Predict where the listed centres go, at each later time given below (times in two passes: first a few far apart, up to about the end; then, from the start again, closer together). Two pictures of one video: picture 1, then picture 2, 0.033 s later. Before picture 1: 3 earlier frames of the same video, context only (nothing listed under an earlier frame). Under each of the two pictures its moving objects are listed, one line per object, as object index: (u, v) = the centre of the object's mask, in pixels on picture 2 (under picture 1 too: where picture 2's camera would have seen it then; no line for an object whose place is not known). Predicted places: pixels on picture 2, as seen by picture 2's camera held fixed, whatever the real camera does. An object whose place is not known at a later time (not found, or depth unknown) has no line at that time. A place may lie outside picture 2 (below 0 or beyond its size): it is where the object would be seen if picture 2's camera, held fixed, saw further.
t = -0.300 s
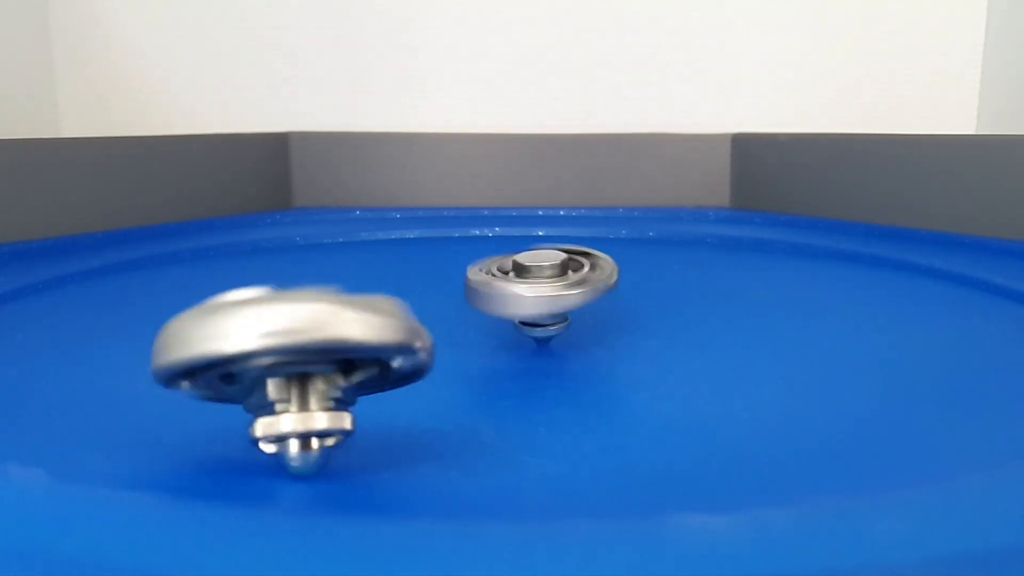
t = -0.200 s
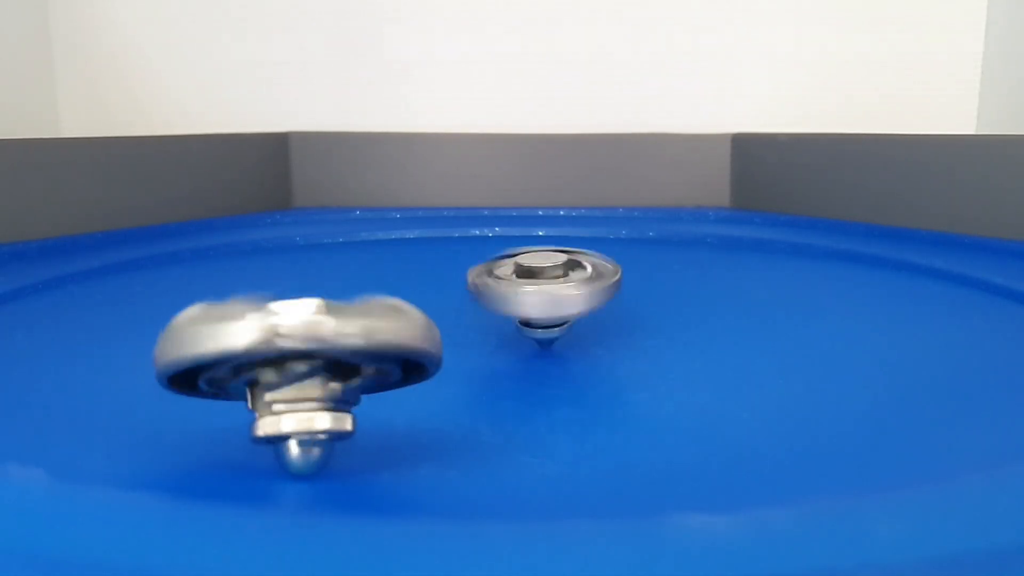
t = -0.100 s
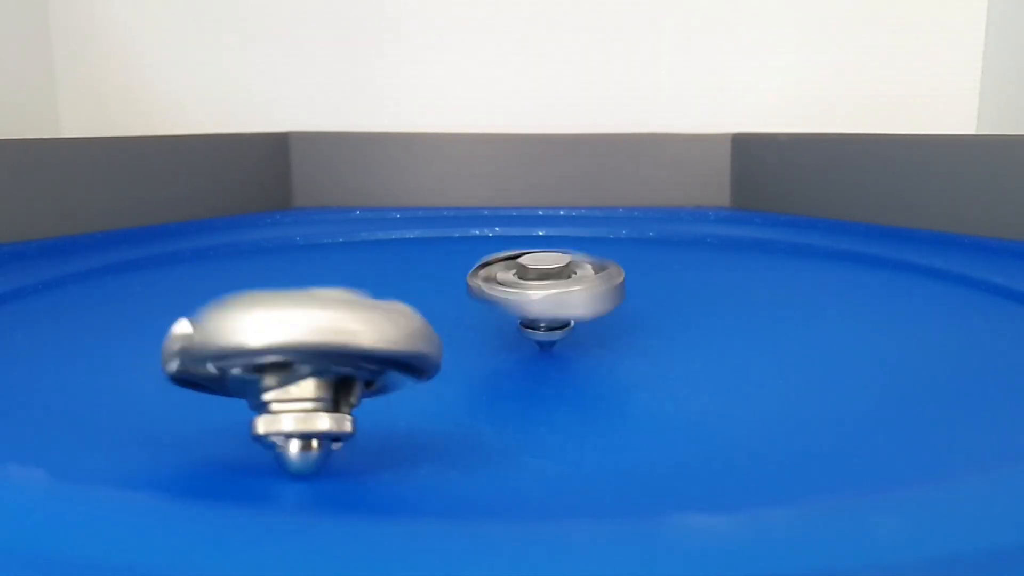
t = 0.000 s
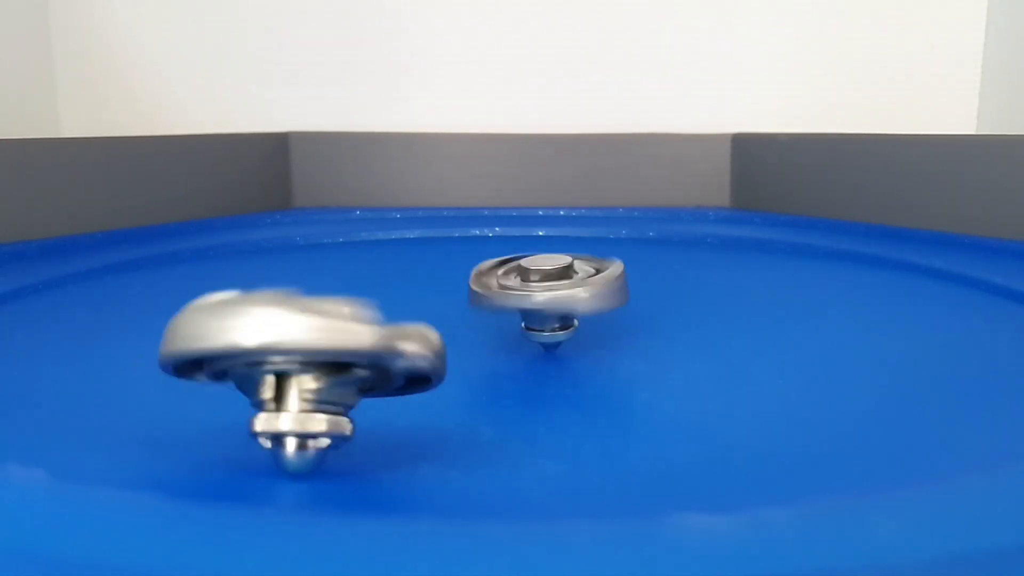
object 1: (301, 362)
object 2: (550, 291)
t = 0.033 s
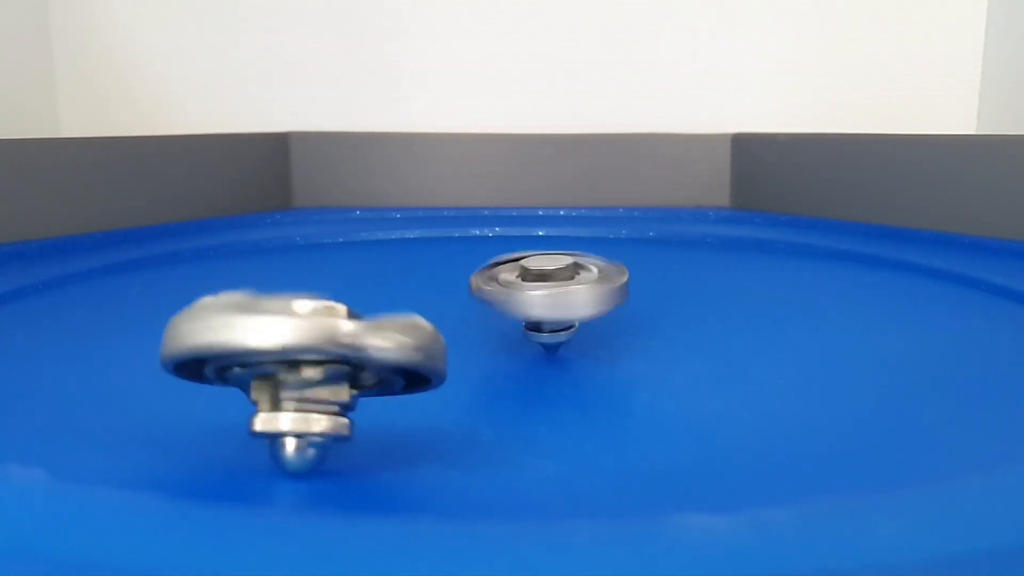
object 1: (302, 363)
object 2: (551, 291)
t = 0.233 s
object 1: (305, 362)
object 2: (556, 295)
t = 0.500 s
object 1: (311, 363)
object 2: (569, 299)
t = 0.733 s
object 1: (317, 365)
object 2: (580, 302)
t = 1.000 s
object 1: (324, 365)
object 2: (597, 305)
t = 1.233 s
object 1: (335, 365)
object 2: (611, 308)
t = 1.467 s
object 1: (348, 363)
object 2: (624, 310)
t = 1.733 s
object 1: (364, 361)
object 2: (643, 311)
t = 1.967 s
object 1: (381, 359)
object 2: (656, 311)
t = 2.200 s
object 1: (399, 357)
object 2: (666, 311)
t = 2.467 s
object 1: (422, 355)
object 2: (679, 310)
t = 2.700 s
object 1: (442, 353)
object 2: (681, 309)
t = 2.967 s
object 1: (469, 352)
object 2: (684, 307)
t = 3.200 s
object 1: (491, 348)
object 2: (676, 307)
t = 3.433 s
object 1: (513, 346)
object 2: (673, 306)
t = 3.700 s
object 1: (513, 348)
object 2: (679, 301)
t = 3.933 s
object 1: (492, 351)
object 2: (684, 294)
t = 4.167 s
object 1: (478, 357)
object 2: (685, 286)
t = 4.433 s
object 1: (473, 356)
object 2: (675, 284)
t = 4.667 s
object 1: (471, 360)
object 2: (664, 281)
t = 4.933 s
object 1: (471, 356)
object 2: (642, 280)
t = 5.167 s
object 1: (474, 355)
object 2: (625, 279)
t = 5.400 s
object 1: (470, 354)
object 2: (605, 281)
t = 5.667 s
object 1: (465, 354)
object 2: (583, 281)
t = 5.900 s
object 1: (458, 356)
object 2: (563, 283)
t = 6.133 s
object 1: (454, 355)
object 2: (544, 284)
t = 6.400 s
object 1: (450, 354)
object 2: (526, 287)
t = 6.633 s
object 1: (445, 354)
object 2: (513, 290)
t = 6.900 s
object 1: (445, 353)
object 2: (502, 291)
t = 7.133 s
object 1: (444, 352)
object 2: (495, 291)
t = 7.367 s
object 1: (401, 361)
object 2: (503, 297)
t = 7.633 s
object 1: (353, 364)
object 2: (531, 283)
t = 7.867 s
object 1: (312, 364)
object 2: (547, 272)
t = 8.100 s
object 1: (287, 364)
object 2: (555, 265)
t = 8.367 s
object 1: (266, 366)
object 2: (563, 258)
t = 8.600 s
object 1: (267, 365)
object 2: (567, 254)
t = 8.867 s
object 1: (277, 358)
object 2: (565, 250)
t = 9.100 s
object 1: (298, 359)
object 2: (557, 246)
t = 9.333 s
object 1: (325, 362)
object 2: (556, 243)
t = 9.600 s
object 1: (352, 363)
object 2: (553, 241)
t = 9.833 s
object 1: (380, 364)
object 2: (549, 239)
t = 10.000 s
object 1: (395, 364)
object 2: (547, 238)
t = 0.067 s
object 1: (304, 363)
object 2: (549, 292)
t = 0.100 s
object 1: (307, 363)
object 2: (550, 293)
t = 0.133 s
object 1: (307, 363)
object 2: (555, 293)
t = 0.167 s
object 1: (307, 361)
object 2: (555, 294)
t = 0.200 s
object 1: (307, 361)
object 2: (552, 295)
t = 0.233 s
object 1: (305, 362)
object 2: (556, 295)
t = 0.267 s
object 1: (306, 363)
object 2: (560, 295)
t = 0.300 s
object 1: (307, 363)
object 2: (559, 296)
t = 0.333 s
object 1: (310, 363)
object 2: (557, 297)
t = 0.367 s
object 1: (313, 364)
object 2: (563, 297)
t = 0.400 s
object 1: (313, 364)
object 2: (565, 297)
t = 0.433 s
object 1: (313, 363)
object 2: (563, 298)
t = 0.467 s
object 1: (312, 363)
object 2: (563, 298)
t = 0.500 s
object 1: (311, 363)
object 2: (569, 299)
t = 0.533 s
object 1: (312, 364)
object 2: (571, 299)
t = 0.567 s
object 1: (314, 364)
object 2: (569, 300)
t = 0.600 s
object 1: (316, 363)
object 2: (572, 301)
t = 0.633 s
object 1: (318, 365)
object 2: (576, 301)
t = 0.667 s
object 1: (318, 365)
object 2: (577, 301)
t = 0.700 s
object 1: (319, 365)
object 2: (574, 302)
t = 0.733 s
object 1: (317, 365)
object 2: (580, 302)
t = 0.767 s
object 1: (317, 364)
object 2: (583, 302)
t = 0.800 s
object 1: (322, 365)
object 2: (582, 304)
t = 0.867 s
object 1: (323, 365)
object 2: (588, 304)
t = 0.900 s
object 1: (325, 365)
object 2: (591, 305)
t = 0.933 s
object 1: (326, 365)
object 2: (589, 305)
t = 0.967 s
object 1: (326, 366)
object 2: (591, 306)
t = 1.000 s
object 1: (324, 365)
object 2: (597, 305)
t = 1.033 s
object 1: (326, 365)
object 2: (599, 306)
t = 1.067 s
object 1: (328, 365)
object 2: (596, 307)
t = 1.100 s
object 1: (330, 365)
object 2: (601, 307)
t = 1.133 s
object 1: (331, 365)
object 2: (606, 308)
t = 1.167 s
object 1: (333, 365)
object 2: (605, 307)
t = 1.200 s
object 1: (334, 365)
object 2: (604, 308)
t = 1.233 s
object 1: (335, 365)
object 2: (611, 308)
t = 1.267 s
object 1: (335, 364)
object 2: (614, 308)
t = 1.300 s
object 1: (338, 364)
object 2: (613, 309)
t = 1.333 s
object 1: (340, 363)
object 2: (614, 309)
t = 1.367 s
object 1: (343, 363)
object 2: (620, 310)
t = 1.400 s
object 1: (345, 363)
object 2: (623, 309)
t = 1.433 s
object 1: (347, 363)
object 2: (620, 310)
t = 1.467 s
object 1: (348, 363)
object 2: (624, 310)
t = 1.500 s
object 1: (350, 362)
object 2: (629, 310)
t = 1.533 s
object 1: (350, 362)
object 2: (630, 310)
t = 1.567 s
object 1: (353, 362)
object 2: (628, 311)
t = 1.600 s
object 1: (355, 362)
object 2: (634, 311)
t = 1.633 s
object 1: (357, 362)
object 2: (638, 311)
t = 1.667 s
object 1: (359, 362)
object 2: (637, 311)
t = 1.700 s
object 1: (362, 361)
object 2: (636, 311)
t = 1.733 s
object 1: (364, 361)
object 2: (643, 311)
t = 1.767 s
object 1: (365, 361)
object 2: (646, 311)
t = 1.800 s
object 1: (367, 360)
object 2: (644, 312)
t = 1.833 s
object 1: (370, 360)
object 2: (646, 311)
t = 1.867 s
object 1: (372, 360)
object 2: (652, 311)
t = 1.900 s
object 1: (375, 360)
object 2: (654, 311)
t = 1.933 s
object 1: (378, 360)
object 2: (650, 312)
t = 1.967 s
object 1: (381, 359)
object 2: (656, 311)
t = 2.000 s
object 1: (384, 359)
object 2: (660, 312)
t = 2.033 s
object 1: (385, 358)
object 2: (660, 312)
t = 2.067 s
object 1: (387, 357)
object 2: (658, 311)
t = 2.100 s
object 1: (390, 357)
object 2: (665, 311)
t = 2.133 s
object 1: (393, 357)
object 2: (668, 311)
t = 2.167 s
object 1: (395, 358)
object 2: (666, 311)
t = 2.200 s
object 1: (399, 357)
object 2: (666, 311)
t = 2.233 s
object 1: (402, 357)
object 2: (672, 311)
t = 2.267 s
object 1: (404, 357)
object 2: (675, 311)
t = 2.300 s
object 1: (406, 356)
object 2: (672, 311)
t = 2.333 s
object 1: (408, 356)
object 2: (673, 311)
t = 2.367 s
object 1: (412, 355)
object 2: (679, 310)
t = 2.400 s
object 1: (415, 356)
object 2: (679, 310)
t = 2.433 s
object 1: (418, 356)
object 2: (675, 311)
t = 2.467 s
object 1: (422, 355)
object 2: (679, 310)
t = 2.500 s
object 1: (425, 356)
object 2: (683, 310)
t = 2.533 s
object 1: (427, 355)
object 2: (682, 309)
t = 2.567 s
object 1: (429, 355)
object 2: (679, 309)
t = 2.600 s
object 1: (432, 354)
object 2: (684, 309)
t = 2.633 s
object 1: (435, 353)
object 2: (687, 309)
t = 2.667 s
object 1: (439, 353)
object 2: (683, 309)
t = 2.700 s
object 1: (442, 353)
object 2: (681, 309)
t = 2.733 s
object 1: (446, 353)
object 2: (687, 308)
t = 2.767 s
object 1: (449, 353)
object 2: (687, 308)
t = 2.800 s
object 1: (451, 353)
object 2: (683, 308)
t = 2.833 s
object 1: (454, 352)
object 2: (684, 308)
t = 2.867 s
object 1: (458, 352)
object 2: (687, 307)
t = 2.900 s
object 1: (461, 351)
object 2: (686, 308)
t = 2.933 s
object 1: (465, 352)
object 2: (681, 308)
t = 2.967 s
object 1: (469, 352)
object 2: (684, 307)
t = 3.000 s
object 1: (472, 352)
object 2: (686, 307)
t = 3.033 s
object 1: (474, 352)
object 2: (683, 307)
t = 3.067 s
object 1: (477, 352)
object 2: (679, 307)
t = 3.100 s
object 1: (480, 351)
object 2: (683, 307)
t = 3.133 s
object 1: (483, 350)
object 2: (684, 307)
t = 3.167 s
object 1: (487, 349)
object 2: (679, 307)
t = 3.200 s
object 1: (491, 348)
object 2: (676, 307)
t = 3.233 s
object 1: (494, 349)
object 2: (680, 307)
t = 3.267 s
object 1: (496, 350)
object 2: (679, 306)
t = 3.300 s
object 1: (499, 349)
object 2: (673, 306)
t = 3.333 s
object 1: (502, 349)
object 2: (676, 306)
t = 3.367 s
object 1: (505, 348)
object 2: (677, 307)
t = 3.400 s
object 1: (509, 347)
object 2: (675, 307)
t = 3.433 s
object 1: (513, 346)
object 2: (673, 306)
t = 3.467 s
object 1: (516, 347)
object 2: (675, 306)
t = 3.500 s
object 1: (520, 348)
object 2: (674, 307)
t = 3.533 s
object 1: (522, 348)
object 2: (672, 307)
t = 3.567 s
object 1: (524, 348)
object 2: (673, 306)
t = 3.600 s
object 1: (521, 349)
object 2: (678, 305)
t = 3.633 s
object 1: (518, 350)
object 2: (679, 303)
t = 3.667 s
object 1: (515, 349)
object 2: (679, 303)
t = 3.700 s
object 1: (513, 348)
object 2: (679, 301)
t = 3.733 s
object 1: (510, 348)
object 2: (681, 300)
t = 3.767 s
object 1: (507, 349)
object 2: (683, 299)
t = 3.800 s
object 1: (504, 349)
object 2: (681, 298)
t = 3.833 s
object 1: (500, 349)
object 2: (681, 297)
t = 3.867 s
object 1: (497, 350)
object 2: (686, 296)
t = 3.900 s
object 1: (494, 351)
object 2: (688, 294)
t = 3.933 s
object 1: (492, 351)
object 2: (684, 294)
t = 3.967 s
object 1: (490, 352)
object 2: (686, 293)
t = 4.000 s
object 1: (489, 353)
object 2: (689, 292)
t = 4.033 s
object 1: (487, 355)
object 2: (689, 291)
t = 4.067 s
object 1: (485, 355)
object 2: (684, 290)
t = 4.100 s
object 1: (484, 356)
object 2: (687, 290)
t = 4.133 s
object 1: (482, 357)
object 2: (689, 289)
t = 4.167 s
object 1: (478, 357)
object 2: (685, 286)
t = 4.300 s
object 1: (477, 355)
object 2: (678, 285)
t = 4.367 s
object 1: (475, 356)
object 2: (680, 284)
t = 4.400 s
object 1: (474, 356)
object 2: (680, 284)
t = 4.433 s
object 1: (473, 356)
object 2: (675, 284)
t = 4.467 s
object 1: (472, 357)
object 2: (672, 283)
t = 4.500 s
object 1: (472, 358)
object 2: (674, 283)
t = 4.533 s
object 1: (472, 358)
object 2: (673, 282)
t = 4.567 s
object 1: (472, 358)
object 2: (667, 282)
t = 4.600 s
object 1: (471, 359)
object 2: (666, 282)
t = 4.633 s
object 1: (471, 360)
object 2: (667, 281)
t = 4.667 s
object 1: (471, 360)
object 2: (664, 281)
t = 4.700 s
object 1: (472, 361)
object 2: (657, 280)
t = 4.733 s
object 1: (469, 361)
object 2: (658, 280)
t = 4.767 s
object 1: (469, 360)
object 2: (658, 280)
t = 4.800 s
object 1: (469, 359)
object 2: (654, 279)
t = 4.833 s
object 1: (470, 358)
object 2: (648, 279)
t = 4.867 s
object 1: (470, 357)
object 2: (649, 279)
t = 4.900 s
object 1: (471, 356)
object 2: (648, 279)
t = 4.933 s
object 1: (471, 356)
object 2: (642, 280)
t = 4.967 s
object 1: (472, 356)
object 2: (637, 279)
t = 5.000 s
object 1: (471, 356)
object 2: (638, 279)
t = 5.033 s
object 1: (471, 356)
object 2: (637, 279)
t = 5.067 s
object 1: (471, 356)
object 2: (631, 279)
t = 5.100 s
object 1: (472, 356)
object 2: (627, 279)
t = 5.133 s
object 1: (473, 355)
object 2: (627, 279)
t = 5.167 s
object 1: (474, 355)
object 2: (625, 279)
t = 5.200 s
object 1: (474, 355)
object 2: (620, 279)
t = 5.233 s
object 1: (473, 355)
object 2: (617, 279)
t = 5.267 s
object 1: (474, 355)
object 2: (616, 279)
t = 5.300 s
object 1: (472, 355)
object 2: (613, 279)
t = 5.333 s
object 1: (470, 355)
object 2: (607, 280)
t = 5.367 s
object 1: (470, 355)
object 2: (605, 281)
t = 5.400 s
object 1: (470, 354)
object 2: (605, 281)
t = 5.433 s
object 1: (471, 354)
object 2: (602, 280)
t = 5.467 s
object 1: (471, 354)
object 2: (597, 280)
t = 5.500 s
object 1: (471, 354)
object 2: (595, 281)
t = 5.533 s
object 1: (470, 354)
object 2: (594, 281)
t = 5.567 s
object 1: (470, 354)
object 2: (589, 281)
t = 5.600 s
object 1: (467, 354)
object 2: (584, 282)
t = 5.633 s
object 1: (466, 354)
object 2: (584, 282)
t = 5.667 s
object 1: (465, 354)
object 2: (583, 281)
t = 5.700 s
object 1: (466, 355)
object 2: (577, 282)
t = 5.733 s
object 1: (466, 355)
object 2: (573, 281)
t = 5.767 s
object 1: (466, 355)
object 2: (574, 282)
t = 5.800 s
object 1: (465, 355)
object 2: (571, 282)
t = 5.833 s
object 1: (463, 355)
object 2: (566, 282)
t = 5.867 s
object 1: (463, 356)
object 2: (563, 283)
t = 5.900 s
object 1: (458, 356)
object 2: (563, 283)
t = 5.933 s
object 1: (458, 355)
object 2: (561, 283)
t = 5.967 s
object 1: (457, 355)
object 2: (553, 283)
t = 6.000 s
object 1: (457, 355)
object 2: (553, 283)
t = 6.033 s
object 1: (456, 355)
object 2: (553, 283)
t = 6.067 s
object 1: (455, 355)
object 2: (550, 283)
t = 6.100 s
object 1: (455, 356)
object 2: (544, 283)
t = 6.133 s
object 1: (454, 355)
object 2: (544, 284)
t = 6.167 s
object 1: (454, 355)
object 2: (543, 285)
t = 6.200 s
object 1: (450, 355)
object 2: (540, 286)
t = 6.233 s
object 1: (450, 355)
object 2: (535, 286)
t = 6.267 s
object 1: (449, 354)
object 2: (534, 287)
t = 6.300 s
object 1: (450, 354)
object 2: (533, 286)
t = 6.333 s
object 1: (450, 354)
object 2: (530, 286)
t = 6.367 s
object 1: (450, 354)
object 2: (527, 286)
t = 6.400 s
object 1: (450, 354)
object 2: (526, 287)
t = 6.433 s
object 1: (448, 355)
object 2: (525, 289)
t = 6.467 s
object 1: (447, 355)
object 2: (521, 288)
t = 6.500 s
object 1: (444, 355)
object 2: (520, 289)
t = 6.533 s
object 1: (445, 354)
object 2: (518, 290)
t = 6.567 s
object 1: (445, 354)
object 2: (517, 289)
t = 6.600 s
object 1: (446, 354)
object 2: (513, 288)
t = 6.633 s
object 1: (445, 354)
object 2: (513, 290)
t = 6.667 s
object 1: (445, 354)
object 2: (511, 291)
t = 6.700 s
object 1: (445, 355)
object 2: (510, 291)
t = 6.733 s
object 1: (445, 355)
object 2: (506, 290)
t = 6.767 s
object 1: (444, 356)
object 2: (506, 291)
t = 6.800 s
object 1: (442, 355)
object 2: (505, 292)
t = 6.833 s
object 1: (443, 354)
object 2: (503, 291)
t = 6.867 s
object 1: (444, 354)
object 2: (500, 291)
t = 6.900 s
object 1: (445, 353)
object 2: (502, 291)
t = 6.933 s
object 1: (444, 353)
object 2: (502, 293)
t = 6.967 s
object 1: (444, 353)
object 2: (500, 292)
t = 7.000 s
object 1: (445, 353)
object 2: (499, 292)
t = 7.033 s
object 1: (444, 353)
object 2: (500, 292)
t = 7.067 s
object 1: (443, 353)
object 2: (501, 293)
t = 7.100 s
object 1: (443, 352)
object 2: (498, 290)
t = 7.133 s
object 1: (444, 352)
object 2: (495, 291)
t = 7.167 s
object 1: (443, 352)
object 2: (495, 293)
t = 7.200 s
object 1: (439, 353)
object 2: (487, 297)
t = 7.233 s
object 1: (432, 351)
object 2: (491, 292)
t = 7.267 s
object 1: (424, 351)
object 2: (495, 291)
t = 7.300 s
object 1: (418, 353)
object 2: (499, 293)
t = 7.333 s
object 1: (409, 356)
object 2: (503, 296)
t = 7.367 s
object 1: (401, 361)
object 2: (503, 297)
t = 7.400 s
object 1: (393, 365)
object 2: (505, 296)
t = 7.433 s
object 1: (386, 365)
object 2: (511, 292)
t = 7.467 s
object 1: (381, 368)
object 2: (516, 289)
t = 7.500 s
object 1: (376, 368)
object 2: (518, 288)
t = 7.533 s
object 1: (370, 364)
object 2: (518, 288)
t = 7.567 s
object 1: (364, 363)
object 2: (523, 287)
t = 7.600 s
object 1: (359, 364)
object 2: (528, 286)
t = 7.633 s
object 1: (353, 364)
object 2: (531, 283)
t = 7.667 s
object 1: (348, 364)
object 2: (530, 281)
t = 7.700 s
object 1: (343, 363)
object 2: (533, 280)
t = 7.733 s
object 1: (337, 363)
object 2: (539, 279)
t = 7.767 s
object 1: (331, 363)
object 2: (541, 278)
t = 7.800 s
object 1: (325, 364)
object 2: (540, 276)
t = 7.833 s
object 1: (318, 364)
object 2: (542, 273)
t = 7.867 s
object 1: (312, 364)
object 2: (547, 272)
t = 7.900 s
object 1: (308, 364)
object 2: (551, 272)
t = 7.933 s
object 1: (302, 364)
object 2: (549, 271)
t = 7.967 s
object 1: (298, 364)
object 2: (549, 270)
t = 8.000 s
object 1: (295, 365)
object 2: (554, 268)
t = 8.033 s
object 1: (291, 365)
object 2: (557, 267)
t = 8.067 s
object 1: (289, 365)
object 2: (557, 266)
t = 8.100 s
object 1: (287, 364)
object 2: (555, 265)
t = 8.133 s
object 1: (284, 364)
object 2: (559, 264)
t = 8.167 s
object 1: (281, 365)
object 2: (562, 263)
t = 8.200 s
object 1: (278, 365)
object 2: (562, 262)
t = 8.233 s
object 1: (275, 366)
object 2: (560, 261)
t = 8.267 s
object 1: (272, 366)
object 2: (562, 261)
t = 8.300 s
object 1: (270, 366)
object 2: (565, 260)
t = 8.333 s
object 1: (268, 366)
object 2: (565, 259)
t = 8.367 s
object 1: (266, 366)
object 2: (563, 258)
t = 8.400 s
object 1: (266, 366)
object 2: (563, 257)
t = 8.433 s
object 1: (265, 366)
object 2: (566, 256)
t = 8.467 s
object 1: (265, 366)
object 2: (567, 256)
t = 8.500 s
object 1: (265, 366)
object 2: (564, 255)
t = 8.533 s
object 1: (266, 364)
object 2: (563, 255)
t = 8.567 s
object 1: (266, 365)
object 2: (566, 255)
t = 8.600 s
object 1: (267, 365)
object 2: (567, 254)
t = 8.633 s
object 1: (269, 363)
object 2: (564, 253)
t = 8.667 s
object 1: (266, 363)
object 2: (563, 253)
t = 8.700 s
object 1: (266, 362)
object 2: (565, 252)
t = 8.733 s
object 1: (267, 361)
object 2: (566, 251)
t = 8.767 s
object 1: (269, 360)
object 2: (564, 251)
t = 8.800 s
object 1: (271, 359)
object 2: (562, 250)
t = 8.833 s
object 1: (274, 358)
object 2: (563, 251)
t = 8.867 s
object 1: (277, 358)
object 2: (565, 250)
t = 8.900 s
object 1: (280, 358)
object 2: (563, 249)
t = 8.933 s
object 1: (285, 358)
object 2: (560, 249)
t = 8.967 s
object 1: (288, 359)
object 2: (560, 248)
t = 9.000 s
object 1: (290, 358)
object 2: (563, 248)
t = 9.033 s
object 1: (293, 358)
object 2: (562, 247)
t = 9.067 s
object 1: (297, 359)
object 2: (559, 247)
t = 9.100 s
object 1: (298, 359)
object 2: (557, 246)
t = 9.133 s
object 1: (300, 360)
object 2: (560, 246)
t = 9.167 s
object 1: (304, 361)
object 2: (560, 245)
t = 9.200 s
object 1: (308, 362)
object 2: (557, 245)
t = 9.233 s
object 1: (313, 362)
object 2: (556, 244)
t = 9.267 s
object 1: (317, 362)
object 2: (558, 244)
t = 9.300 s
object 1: (322, 362)
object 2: (559, 243)
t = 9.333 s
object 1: (325, 362)
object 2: (556, 243)
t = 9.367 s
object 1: (330, 363)
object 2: (554, 243)
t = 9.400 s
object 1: (333, 363)
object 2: (556, 243)
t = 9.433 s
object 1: (336, 363)
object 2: (557, 242)
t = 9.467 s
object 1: (339, 363)
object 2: (555, 242)
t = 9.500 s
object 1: (343, 363)
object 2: (552, 242)
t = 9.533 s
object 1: (346, 363)
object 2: (552, 241)
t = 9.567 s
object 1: (348, 363)
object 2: (554, 241)
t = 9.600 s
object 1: (352, 363)
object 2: (553, 241)
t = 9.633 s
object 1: (356, 363)
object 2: (551, 240)
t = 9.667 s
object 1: (359, 363)
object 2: (550, 240)
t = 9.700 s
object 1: (364, 364)
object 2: (552, 240)
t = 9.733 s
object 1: (368, 364)
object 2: (552, 240)
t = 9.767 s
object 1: (371, 364)
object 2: (549, 240)
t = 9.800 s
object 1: (375, 364)
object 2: (547, 240)
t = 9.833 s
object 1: (380, 364)
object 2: (549, 239)
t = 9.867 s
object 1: (384, 364)
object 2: (549, 238)
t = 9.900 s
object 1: (387, 364)
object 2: (547, 238)
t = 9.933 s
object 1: (389, 364)
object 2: (545, 238)
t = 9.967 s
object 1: (392, 364)
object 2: (546, 238)
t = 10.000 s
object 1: (395, 364)
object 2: (547, 238)
